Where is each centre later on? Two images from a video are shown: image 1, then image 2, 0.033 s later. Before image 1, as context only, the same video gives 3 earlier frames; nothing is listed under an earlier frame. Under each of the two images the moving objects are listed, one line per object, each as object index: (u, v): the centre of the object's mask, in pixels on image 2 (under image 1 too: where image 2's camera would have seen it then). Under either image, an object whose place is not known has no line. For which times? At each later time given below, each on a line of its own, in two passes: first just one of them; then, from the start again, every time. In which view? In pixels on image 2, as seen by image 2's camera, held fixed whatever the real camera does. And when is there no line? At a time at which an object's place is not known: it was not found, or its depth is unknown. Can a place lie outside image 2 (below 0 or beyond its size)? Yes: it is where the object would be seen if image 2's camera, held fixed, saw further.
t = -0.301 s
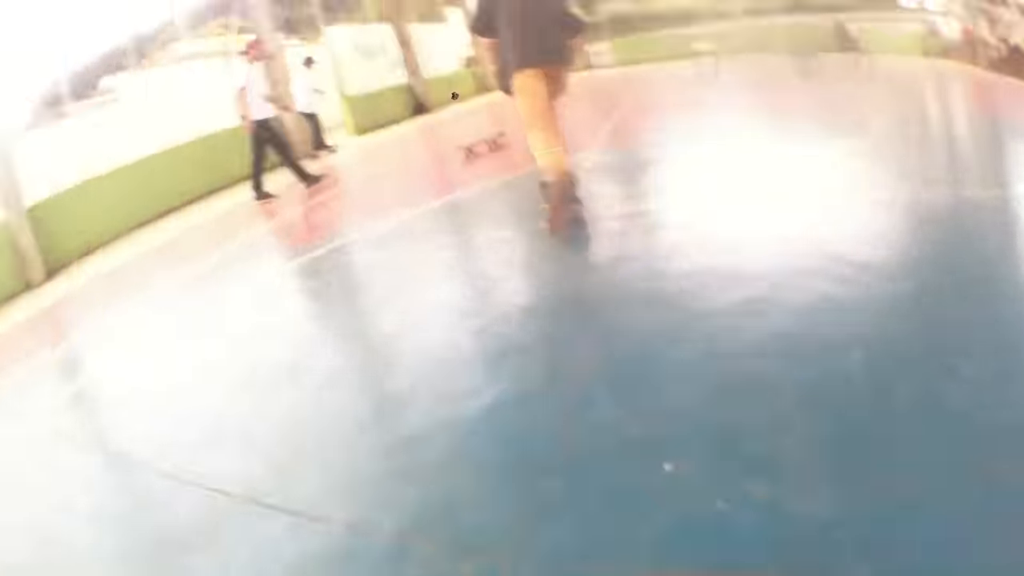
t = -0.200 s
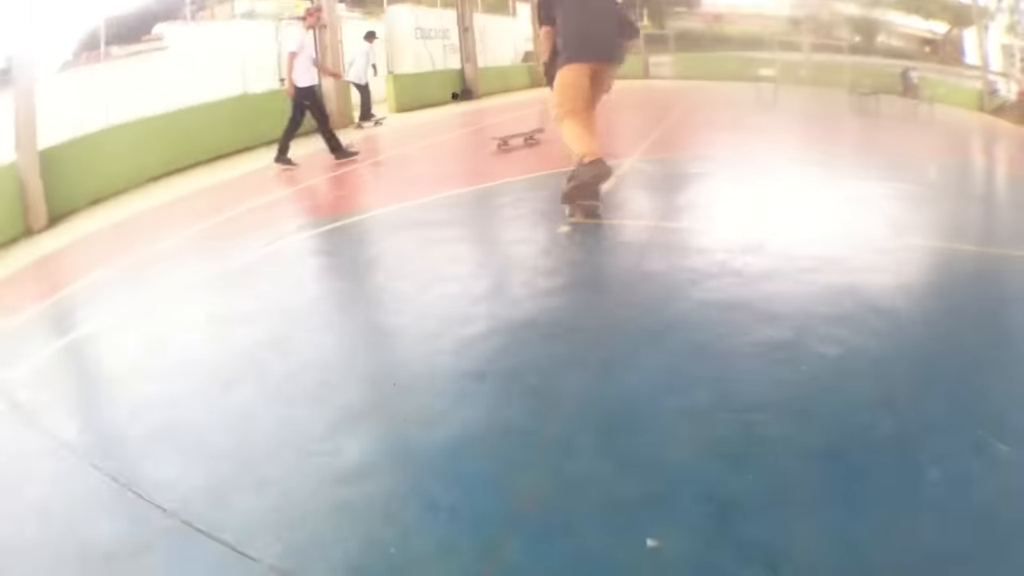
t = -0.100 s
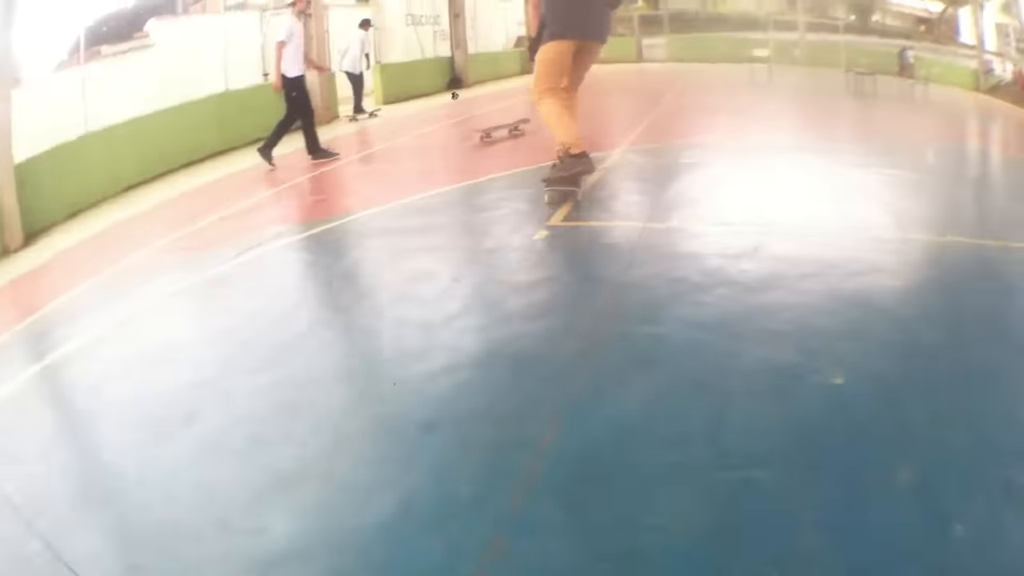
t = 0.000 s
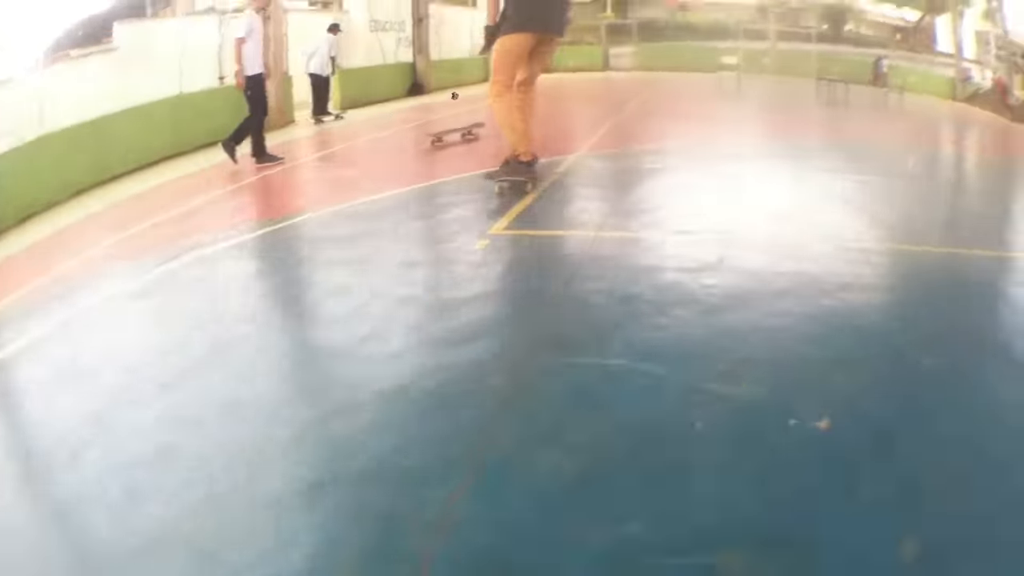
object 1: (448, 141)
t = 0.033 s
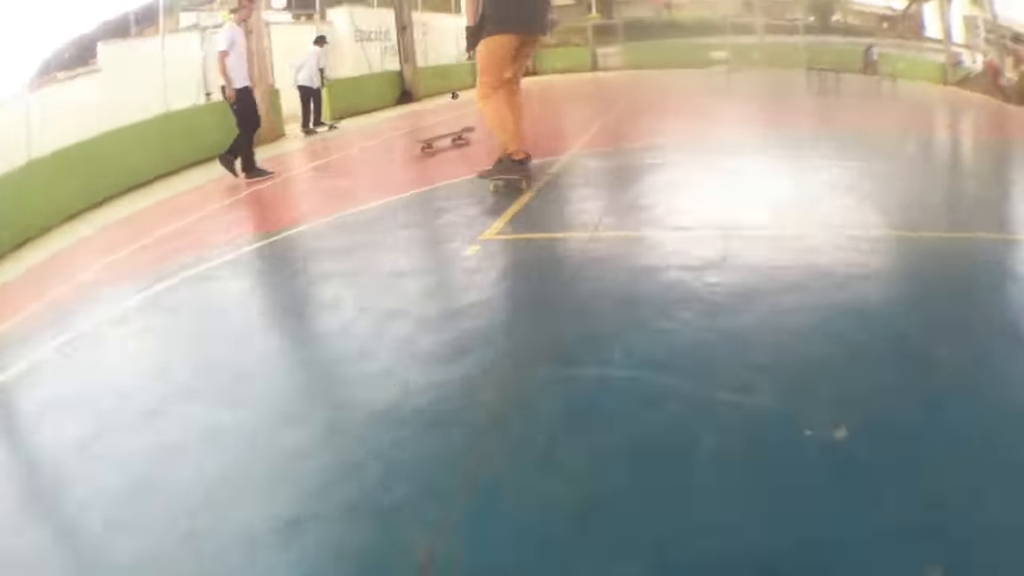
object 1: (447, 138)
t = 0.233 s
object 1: (418, 152)
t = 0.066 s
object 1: (443, 141)
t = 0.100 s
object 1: (436, 146)
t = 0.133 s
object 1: (437, 143)
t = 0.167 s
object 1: (434, 150)
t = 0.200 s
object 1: (424, 154)
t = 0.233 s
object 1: (418, 152)
